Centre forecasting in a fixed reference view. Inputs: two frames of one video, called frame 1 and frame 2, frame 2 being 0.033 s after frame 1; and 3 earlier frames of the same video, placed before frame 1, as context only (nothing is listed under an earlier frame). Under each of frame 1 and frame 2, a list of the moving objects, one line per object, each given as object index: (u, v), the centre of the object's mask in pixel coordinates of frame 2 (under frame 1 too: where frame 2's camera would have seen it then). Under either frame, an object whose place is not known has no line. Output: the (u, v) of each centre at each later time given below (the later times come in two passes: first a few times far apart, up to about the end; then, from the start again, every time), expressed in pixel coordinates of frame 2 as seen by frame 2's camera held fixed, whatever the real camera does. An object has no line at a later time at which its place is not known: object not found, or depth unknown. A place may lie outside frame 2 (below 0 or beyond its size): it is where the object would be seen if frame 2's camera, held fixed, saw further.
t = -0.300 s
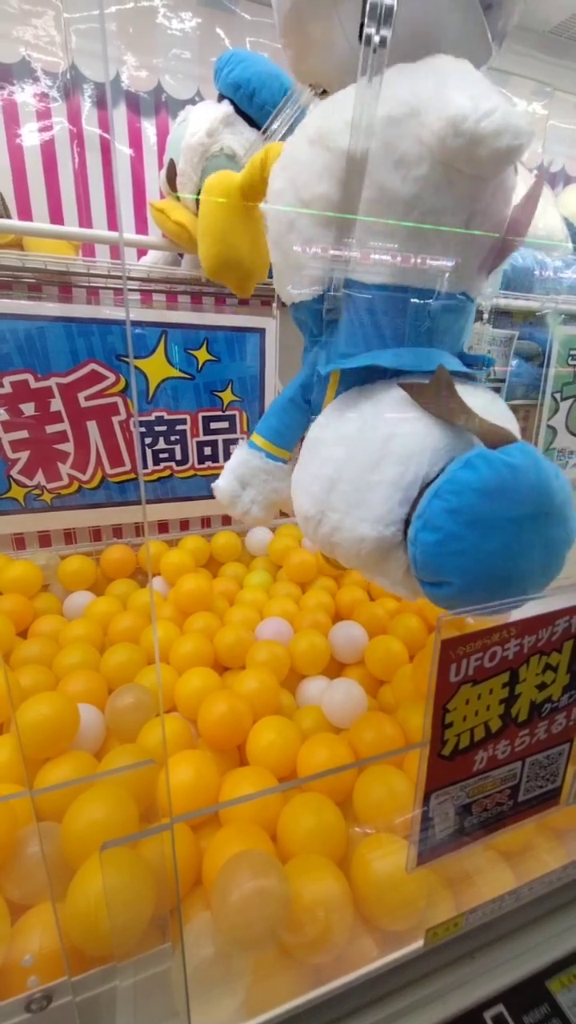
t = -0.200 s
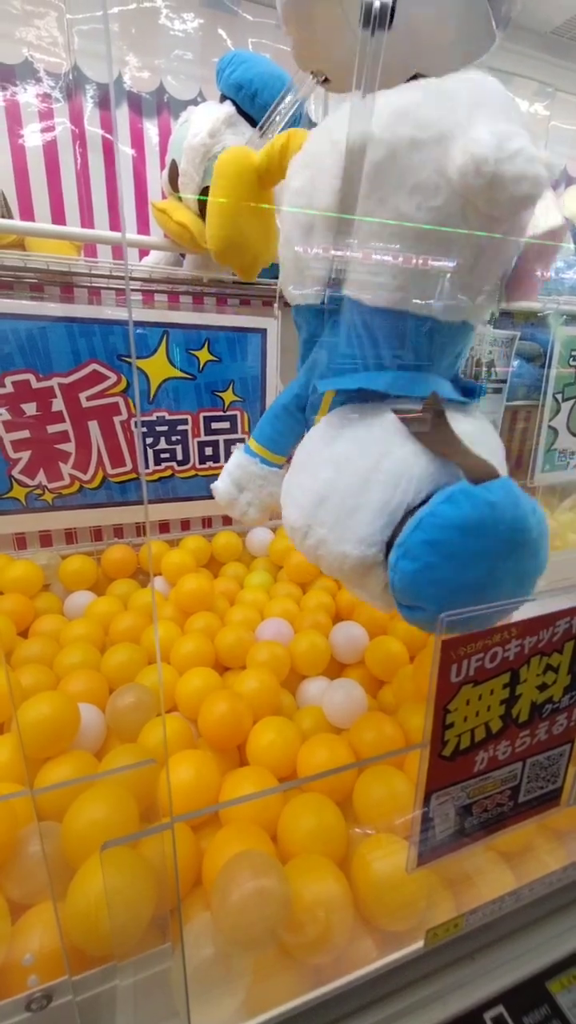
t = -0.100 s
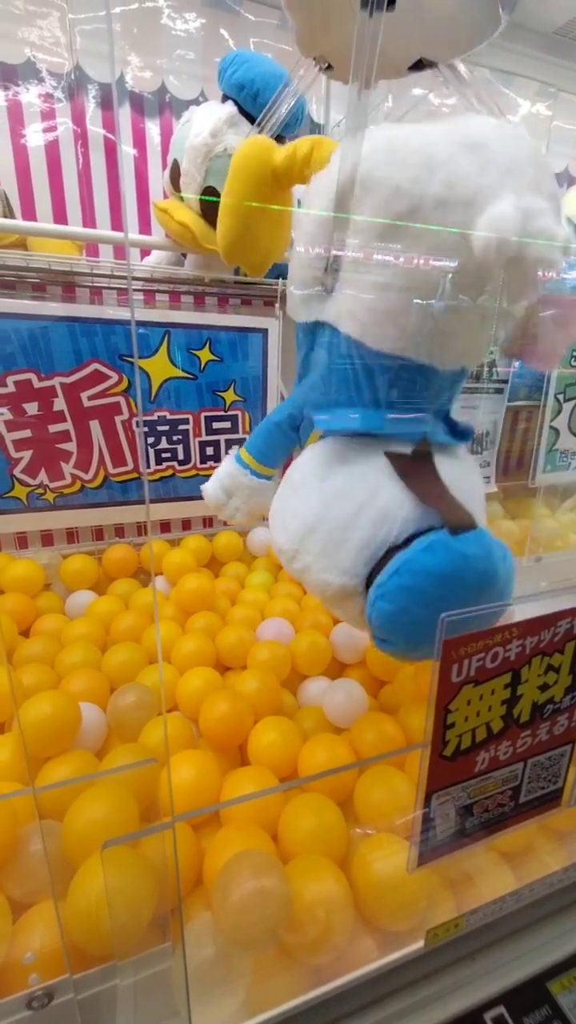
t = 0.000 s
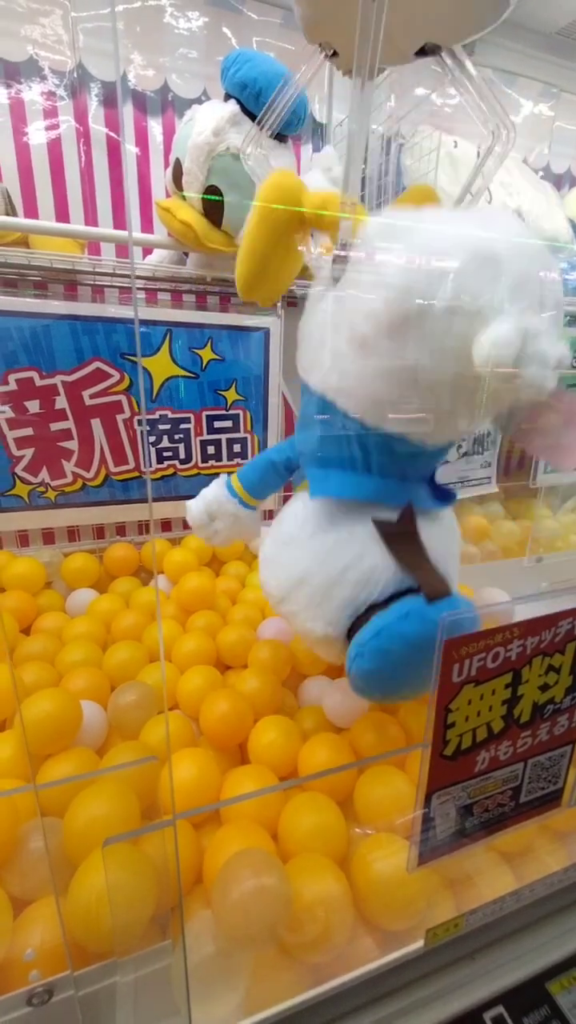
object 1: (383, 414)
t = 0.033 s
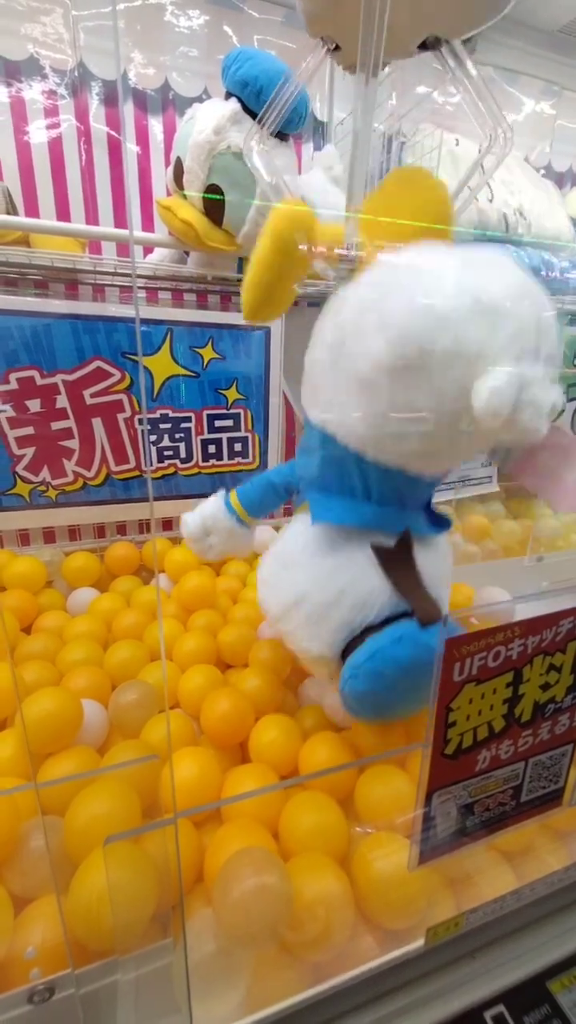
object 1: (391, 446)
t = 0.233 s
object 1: (381, 551)
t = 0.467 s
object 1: (429, 535)
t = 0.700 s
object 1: (429, 565)
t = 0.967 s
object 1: (427, 565)
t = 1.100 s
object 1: (432, 563)
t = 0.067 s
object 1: (387, 469)
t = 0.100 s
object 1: (385, 486)
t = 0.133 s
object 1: (376, 514)
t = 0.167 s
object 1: (379, 534)
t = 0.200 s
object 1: (378, 547)
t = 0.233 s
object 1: (381, 551)
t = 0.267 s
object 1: (390, 544)
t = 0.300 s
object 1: (397, 537)
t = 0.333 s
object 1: (407, 531)
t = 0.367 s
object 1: (415, 530)
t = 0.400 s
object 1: (421, 529)
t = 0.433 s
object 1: (426, 531)
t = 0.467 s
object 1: (429, 535)
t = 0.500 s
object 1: (431, 542)
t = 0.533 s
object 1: (431, 552)
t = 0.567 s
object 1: (431, 560)
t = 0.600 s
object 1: (433, 561)
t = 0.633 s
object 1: (433, 561)
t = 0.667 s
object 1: (431, 563)
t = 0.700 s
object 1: (429, 565)
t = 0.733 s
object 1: (427, 567)
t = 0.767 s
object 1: (425, 566)
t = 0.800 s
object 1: (425, 566)
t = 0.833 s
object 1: (426, 566)
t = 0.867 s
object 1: (427, 567)
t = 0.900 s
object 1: (427, 567)
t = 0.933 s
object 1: (426, 566)
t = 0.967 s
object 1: (427, 565)
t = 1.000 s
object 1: (428, 565)
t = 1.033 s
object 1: (429, 564)
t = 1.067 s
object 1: (431, 564)
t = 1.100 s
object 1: (432, 563)
